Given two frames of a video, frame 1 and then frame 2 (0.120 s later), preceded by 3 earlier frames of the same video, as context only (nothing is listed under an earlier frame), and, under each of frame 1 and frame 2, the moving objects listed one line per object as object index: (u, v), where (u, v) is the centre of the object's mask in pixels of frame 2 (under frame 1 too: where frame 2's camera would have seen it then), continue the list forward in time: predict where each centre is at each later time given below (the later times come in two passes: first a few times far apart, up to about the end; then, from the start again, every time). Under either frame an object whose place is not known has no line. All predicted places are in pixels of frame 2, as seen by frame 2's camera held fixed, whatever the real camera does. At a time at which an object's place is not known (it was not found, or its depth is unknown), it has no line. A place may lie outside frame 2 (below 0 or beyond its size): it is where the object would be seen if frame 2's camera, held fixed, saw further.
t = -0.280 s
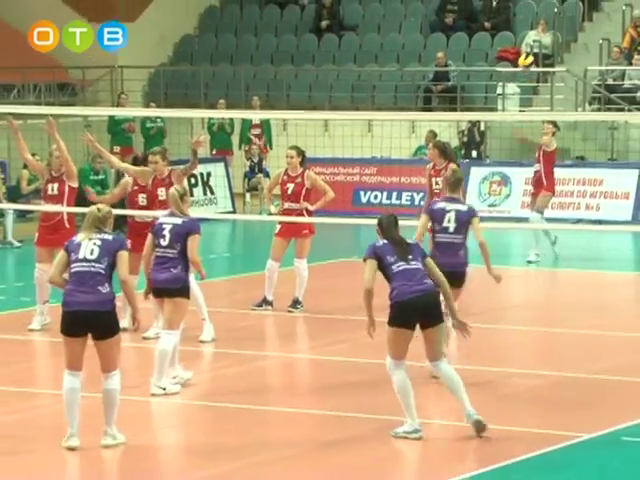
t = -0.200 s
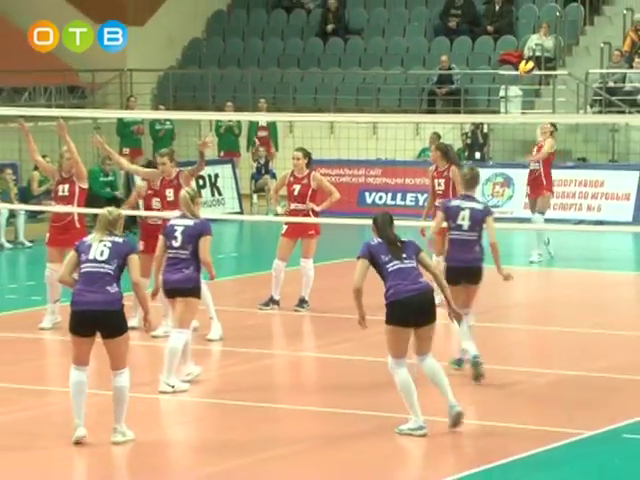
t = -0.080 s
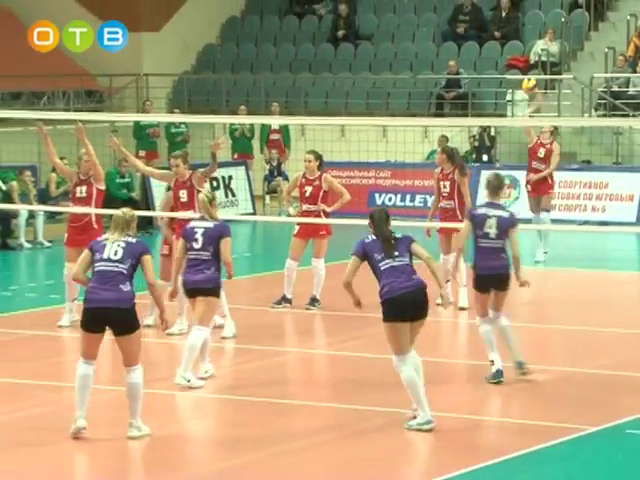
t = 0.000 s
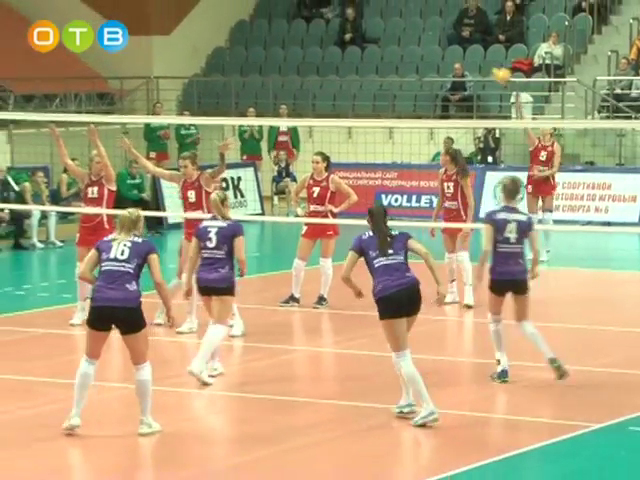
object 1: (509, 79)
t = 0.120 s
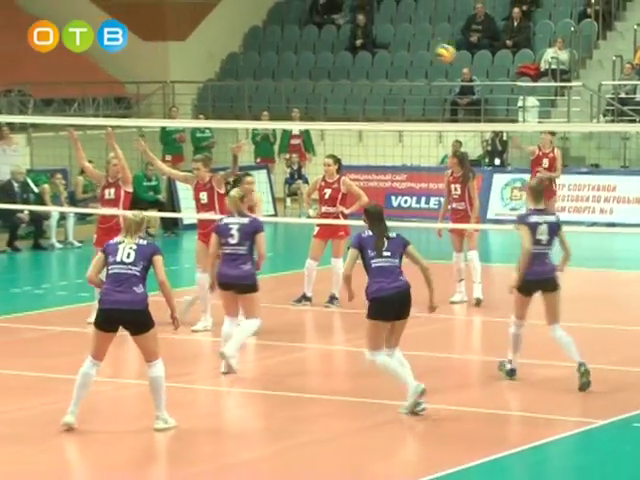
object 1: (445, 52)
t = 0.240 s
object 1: (382, 33)
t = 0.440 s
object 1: (265, 19)
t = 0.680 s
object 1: (104, 53)
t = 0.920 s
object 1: (-84, 162)
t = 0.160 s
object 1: (425, 44)
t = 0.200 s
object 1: (403, 38)
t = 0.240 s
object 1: (382, 33)
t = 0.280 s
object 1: (360, 27)
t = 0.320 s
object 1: (337, 23)
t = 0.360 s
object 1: (313, 21)
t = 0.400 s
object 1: (290, 19)
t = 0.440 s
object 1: (265, 19)
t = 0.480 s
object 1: (239, 19)
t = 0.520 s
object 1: (213, 23)
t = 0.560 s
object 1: (187, 27)
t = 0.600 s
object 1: (160, 34)
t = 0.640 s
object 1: (131, 39)
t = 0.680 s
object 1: (104, 53)
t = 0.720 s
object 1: (74, 65)
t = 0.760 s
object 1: (40, 76)
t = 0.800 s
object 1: (14, 98)
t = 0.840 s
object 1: (-18, 119)
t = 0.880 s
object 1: (-50, 138)
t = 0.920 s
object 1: (-84, 162)
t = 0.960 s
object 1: (-116, 190)
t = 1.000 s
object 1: (-151, 221)
